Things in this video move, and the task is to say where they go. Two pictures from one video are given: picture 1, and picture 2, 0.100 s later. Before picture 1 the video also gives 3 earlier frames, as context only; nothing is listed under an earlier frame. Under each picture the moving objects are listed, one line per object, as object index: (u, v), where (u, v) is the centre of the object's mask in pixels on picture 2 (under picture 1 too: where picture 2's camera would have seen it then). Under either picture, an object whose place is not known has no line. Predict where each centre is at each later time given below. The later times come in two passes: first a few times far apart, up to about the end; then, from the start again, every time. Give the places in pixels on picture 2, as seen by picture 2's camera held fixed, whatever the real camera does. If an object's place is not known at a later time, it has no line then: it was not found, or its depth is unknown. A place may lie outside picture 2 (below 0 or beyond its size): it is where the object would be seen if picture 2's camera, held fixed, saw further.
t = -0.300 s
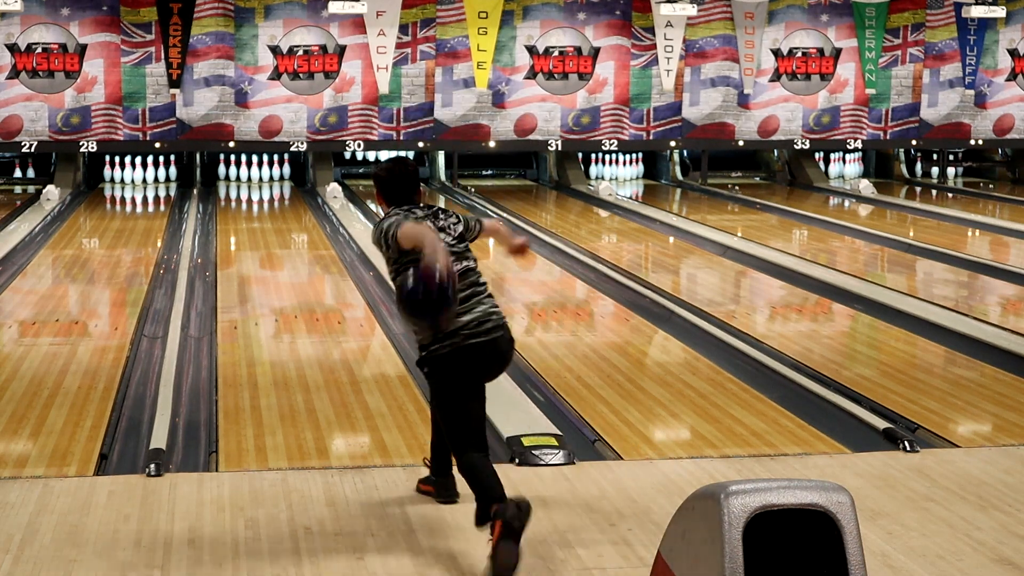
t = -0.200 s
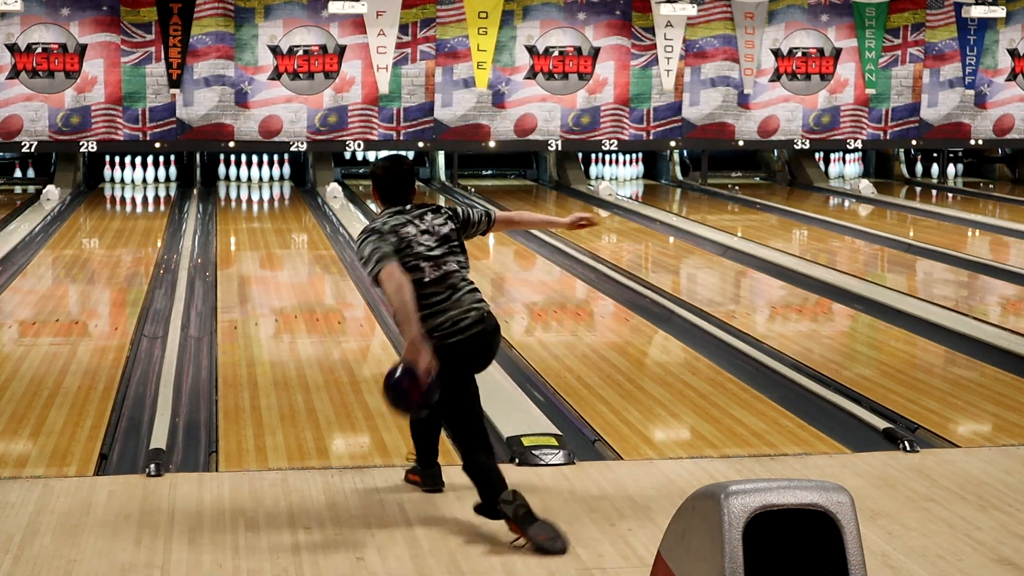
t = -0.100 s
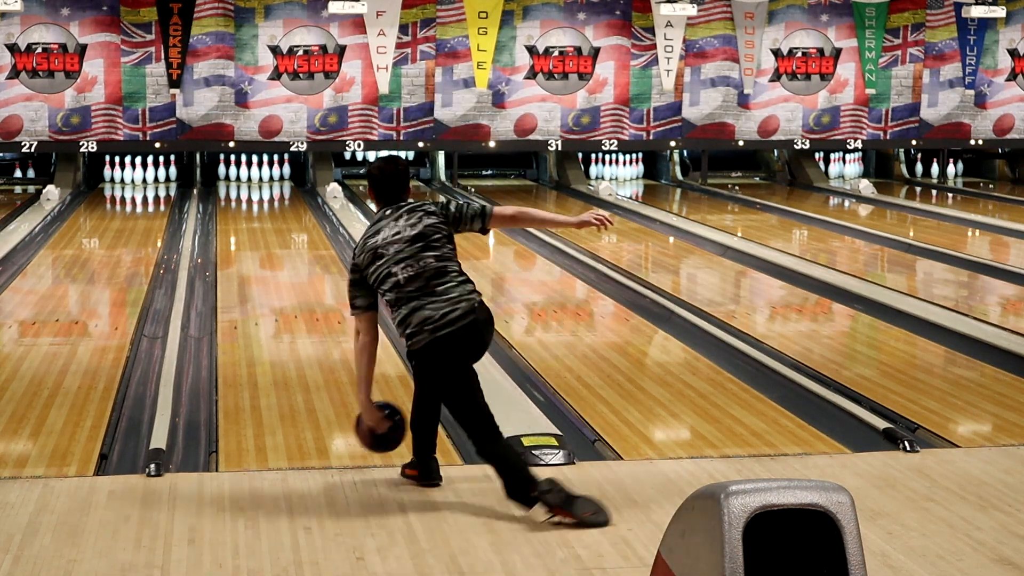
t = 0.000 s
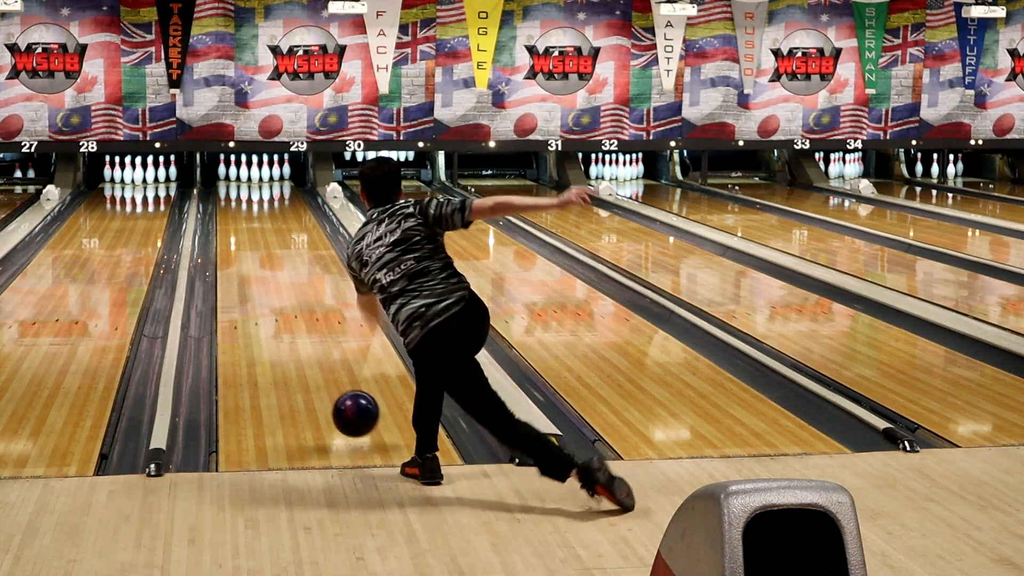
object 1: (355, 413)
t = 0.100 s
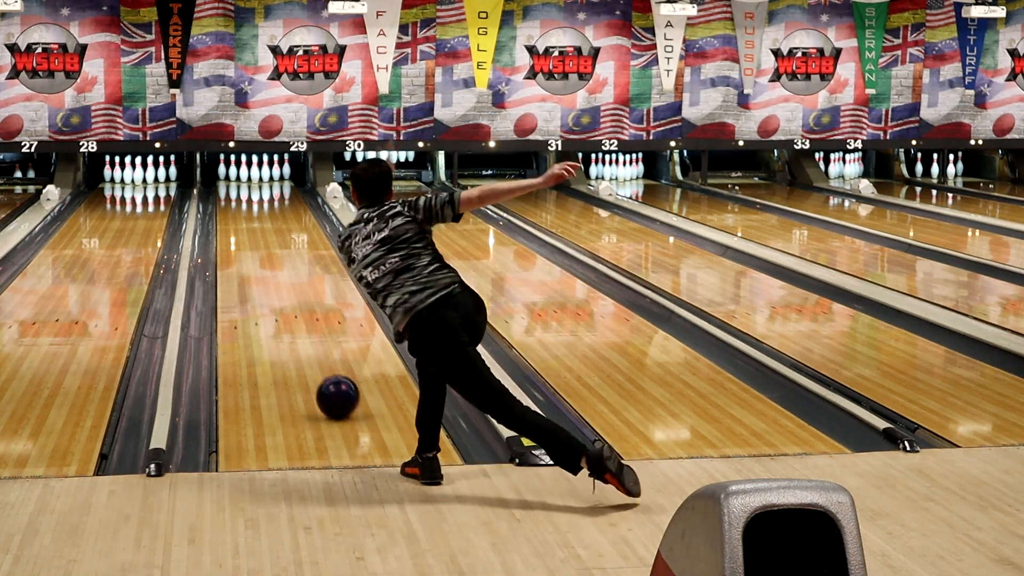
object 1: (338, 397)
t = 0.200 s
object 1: (323, 373)
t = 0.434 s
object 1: (295, 325)
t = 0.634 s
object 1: (278, 295)
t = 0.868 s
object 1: (263, 268)
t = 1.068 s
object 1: (253, 249)
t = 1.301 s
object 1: (245, 231)
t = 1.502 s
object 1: (240, 218)
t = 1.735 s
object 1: (235, 205)
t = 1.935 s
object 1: (233, 195)
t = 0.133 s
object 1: (332, 389)
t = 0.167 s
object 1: (327, 381)
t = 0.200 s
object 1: (323, 373)
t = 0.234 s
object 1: (318, 365)
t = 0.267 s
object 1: (314, 357)
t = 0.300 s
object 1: (310, 350)
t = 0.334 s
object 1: (306, 344)
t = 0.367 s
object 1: (302, 337)
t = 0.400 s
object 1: (298, 331)
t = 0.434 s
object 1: (295, 325)
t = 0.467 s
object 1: (292, 320)
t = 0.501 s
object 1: (289, 314)
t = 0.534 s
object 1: (286, 309)
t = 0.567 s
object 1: (283, 304)
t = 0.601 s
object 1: (281, 300)
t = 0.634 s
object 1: (278, 295)
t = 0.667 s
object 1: (276, 291)
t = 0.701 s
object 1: (273, 287)
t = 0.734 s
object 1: (271, 283)
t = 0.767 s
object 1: (269, 279)
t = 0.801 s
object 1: (267, 275)
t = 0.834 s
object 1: (265, 271)
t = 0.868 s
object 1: (263, 268)
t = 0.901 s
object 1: (261, 264)
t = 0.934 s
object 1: (260, 261)
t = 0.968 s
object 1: (258, 258)
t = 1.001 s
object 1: (256, 255)
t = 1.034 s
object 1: (255, 252)
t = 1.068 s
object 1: (253, 249)
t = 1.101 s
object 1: (252, 246)
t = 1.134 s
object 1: (251, 244)
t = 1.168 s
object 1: (249, 241)
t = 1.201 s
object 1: (248, 238)
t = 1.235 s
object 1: (247, 236)
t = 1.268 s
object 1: (246, 234)
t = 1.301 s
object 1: (245, 231)
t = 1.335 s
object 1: (244, 229)
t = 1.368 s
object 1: (243, 226)
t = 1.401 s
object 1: (242, 224)
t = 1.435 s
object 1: (241, 222)
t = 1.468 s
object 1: (240, 220)
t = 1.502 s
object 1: (240, 218)
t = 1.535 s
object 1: (239, 216)
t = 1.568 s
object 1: (238, 214)
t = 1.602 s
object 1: (238, 212)
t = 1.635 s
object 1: (237, 210)
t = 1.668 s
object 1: (237, 208)
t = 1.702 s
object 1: (236, 207)
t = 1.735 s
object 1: (235, 205)
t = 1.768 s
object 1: (235, 203)
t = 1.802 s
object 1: (235, 202)
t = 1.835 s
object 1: (234, 200)
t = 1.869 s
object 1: (233, 198)
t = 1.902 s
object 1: (233, 197)
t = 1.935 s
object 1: (233, 195)
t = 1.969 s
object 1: (232, 194)
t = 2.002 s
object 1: (232, 192)
